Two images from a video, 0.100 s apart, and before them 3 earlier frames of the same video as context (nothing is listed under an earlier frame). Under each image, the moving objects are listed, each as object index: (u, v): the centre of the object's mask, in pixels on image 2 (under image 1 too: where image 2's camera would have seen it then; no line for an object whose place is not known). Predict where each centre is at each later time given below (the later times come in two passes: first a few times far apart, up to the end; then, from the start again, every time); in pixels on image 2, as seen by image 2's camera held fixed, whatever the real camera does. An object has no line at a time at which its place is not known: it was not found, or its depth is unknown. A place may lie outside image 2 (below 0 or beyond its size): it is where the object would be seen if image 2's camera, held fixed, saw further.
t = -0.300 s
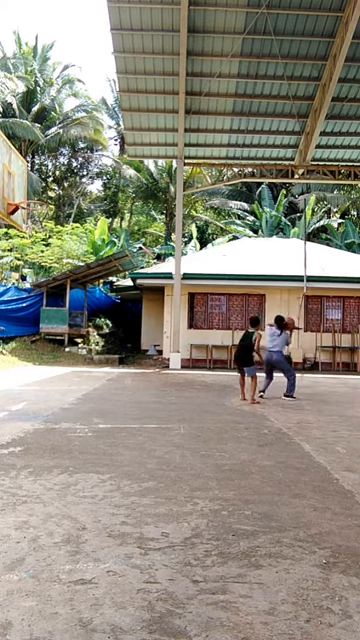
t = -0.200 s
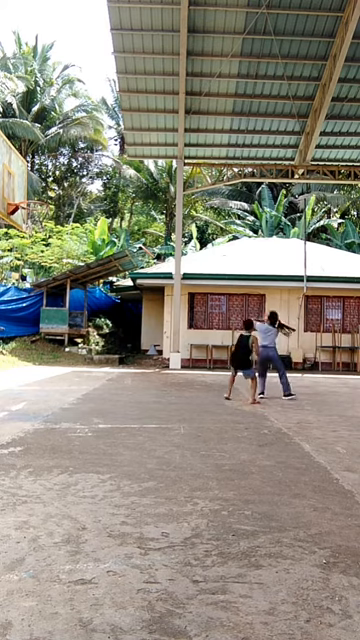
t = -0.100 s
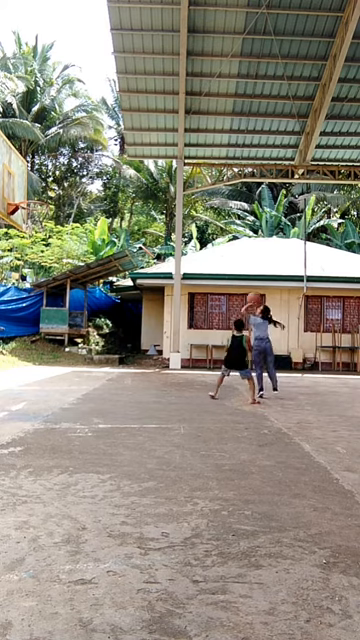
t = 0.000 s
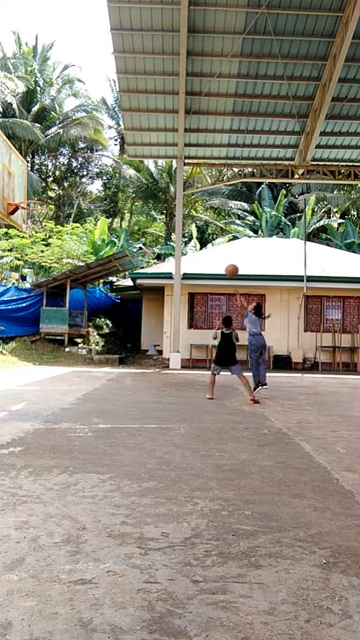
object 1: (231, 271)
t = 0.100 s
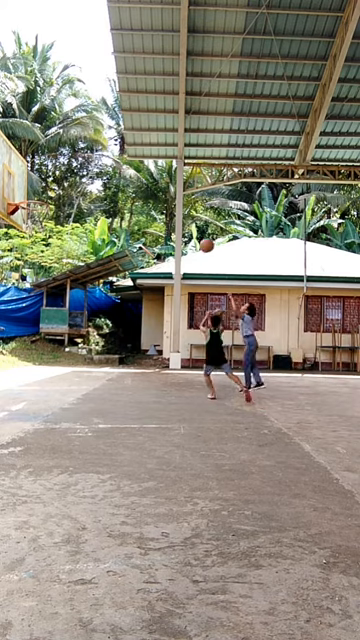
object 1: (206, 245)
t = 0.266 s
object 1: (163, 217)
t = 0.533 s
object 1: (87, 207)
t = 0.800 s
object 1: (4, 249)
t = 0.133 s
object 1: (199, 239)
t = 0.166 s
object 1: (189, 232)
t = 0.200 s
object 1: (181, 227)
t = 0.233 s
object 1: (172, 221)
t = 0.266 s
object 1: (163, 217)
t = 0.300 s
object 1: (154, 213)
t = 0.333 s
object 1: (145, 210)
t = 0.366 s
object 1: (136, 208)
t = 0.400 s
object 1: (126, 207)
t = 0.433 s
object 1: (116, 206)
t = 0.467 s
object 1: (107, 206)
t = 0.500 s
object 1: (97, 206)
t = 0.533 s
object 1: (87, 207)
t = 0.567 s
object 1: (77, 210)
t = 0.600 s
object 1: (66, 213)
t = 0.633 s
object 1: (56, 217)
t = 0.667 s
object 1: (45, 222)
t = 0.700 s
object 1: (34, 226)
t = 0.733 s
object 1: (24, 232)
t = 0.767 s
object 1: (12, 241)
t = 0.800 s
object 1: (4, 249)
